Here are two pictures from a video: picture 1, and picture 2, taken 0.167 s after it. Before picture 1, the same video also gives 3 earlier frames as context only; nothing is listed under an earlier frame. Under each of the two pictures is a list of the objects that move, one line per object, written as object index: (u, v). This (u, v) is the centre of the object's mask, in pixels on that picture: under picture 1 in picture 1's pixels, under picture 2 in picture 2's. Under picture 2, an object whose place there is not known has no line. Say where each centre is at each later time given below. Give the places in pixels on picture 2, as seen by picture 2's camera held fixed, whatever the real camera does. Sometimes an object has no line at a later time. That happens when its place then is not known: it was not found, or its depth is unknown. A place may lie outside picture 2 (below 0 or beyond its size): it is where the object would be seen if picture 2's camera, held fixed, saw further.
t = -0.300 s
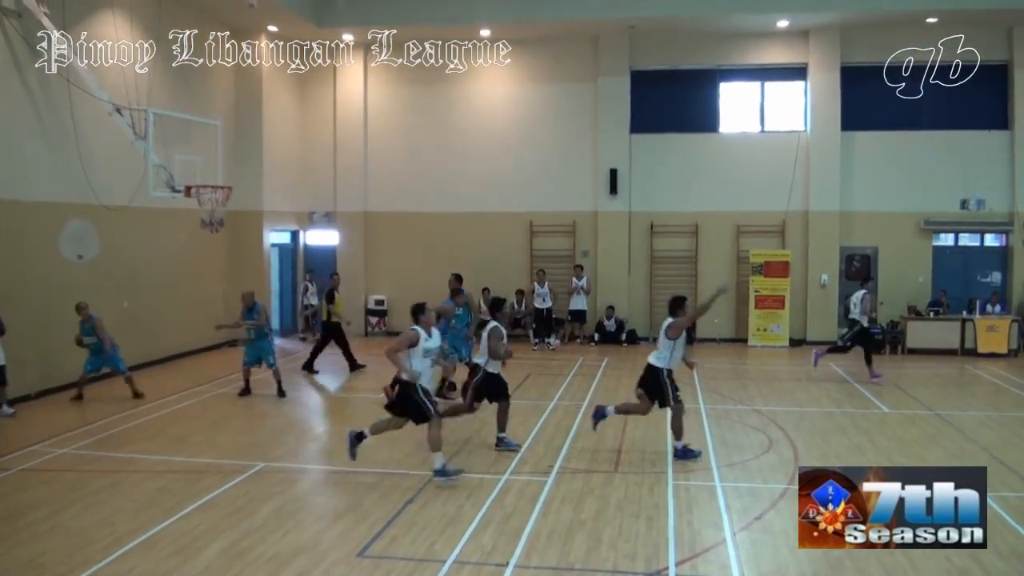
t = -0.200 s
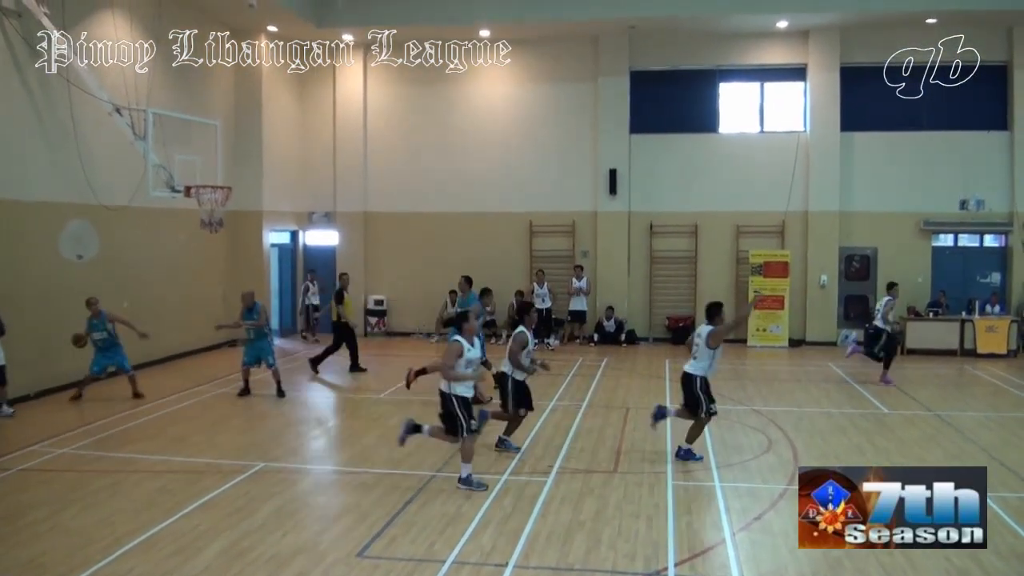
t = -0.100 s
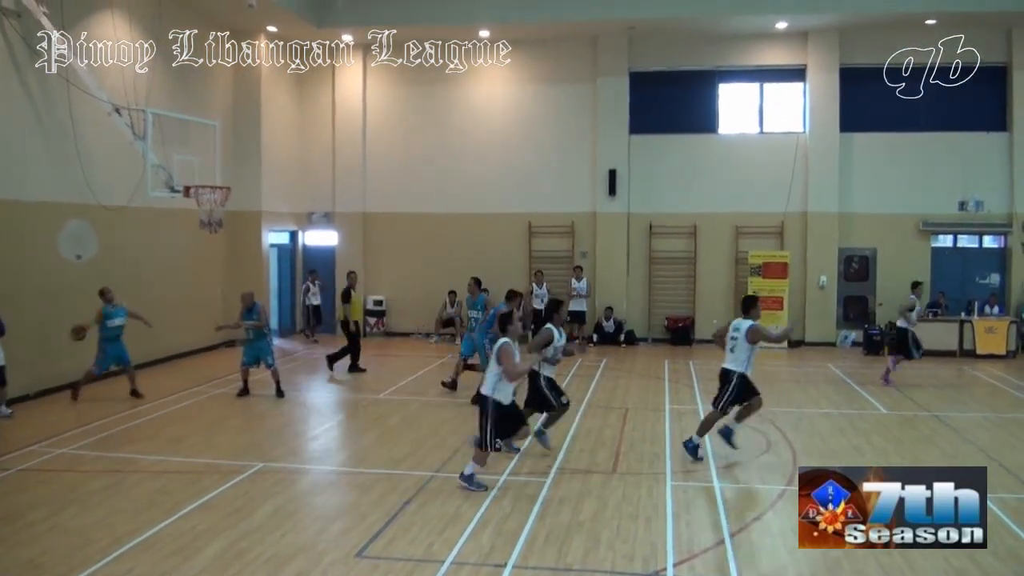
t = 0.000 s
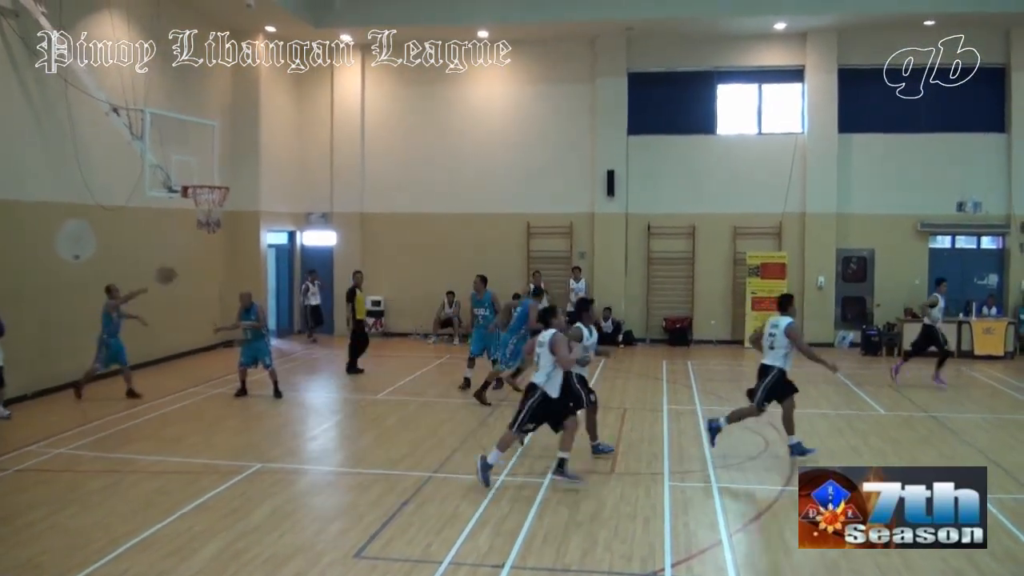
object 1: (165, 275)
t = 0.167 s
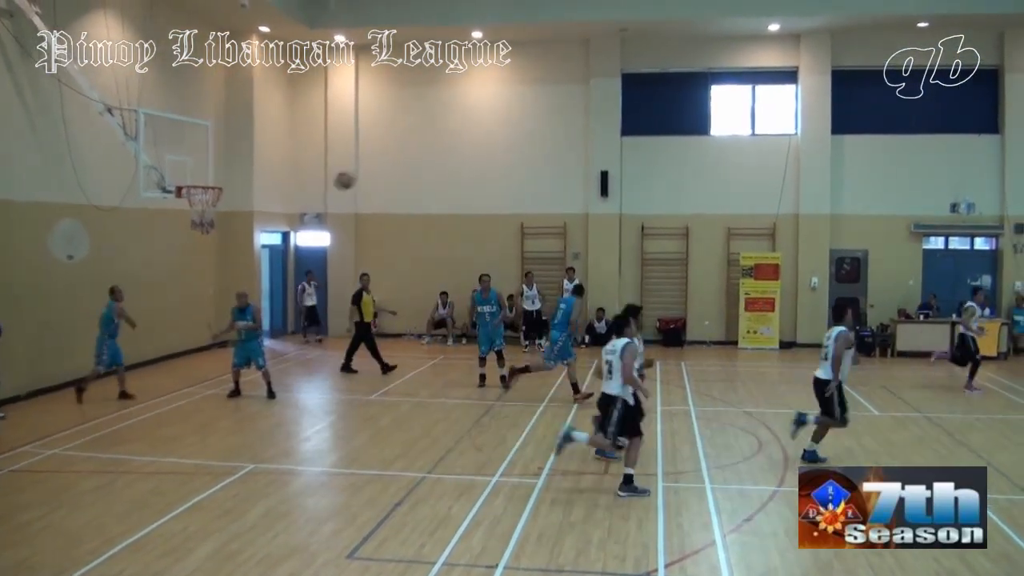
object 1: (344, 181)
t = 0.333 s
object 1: (537, 108)
